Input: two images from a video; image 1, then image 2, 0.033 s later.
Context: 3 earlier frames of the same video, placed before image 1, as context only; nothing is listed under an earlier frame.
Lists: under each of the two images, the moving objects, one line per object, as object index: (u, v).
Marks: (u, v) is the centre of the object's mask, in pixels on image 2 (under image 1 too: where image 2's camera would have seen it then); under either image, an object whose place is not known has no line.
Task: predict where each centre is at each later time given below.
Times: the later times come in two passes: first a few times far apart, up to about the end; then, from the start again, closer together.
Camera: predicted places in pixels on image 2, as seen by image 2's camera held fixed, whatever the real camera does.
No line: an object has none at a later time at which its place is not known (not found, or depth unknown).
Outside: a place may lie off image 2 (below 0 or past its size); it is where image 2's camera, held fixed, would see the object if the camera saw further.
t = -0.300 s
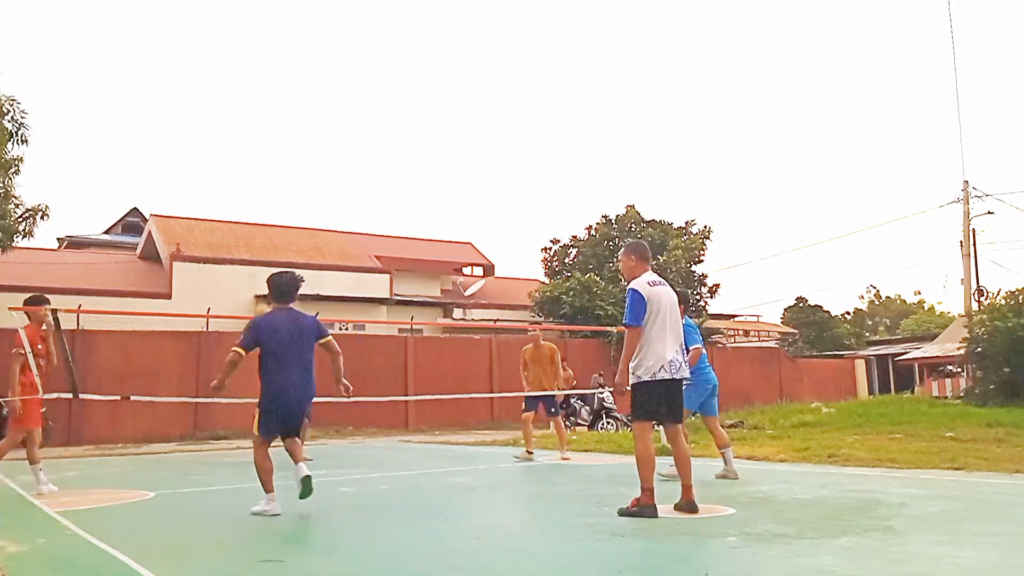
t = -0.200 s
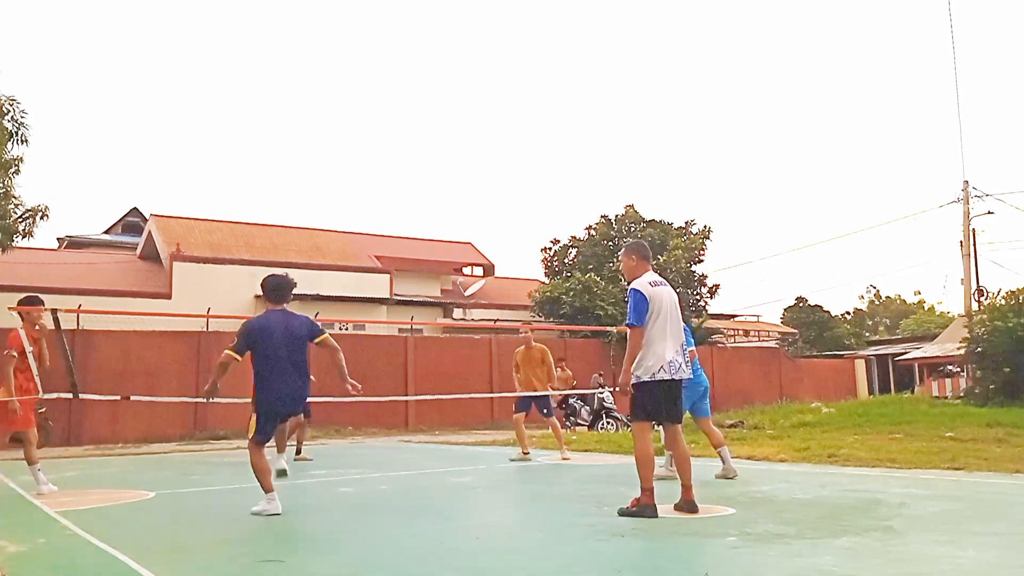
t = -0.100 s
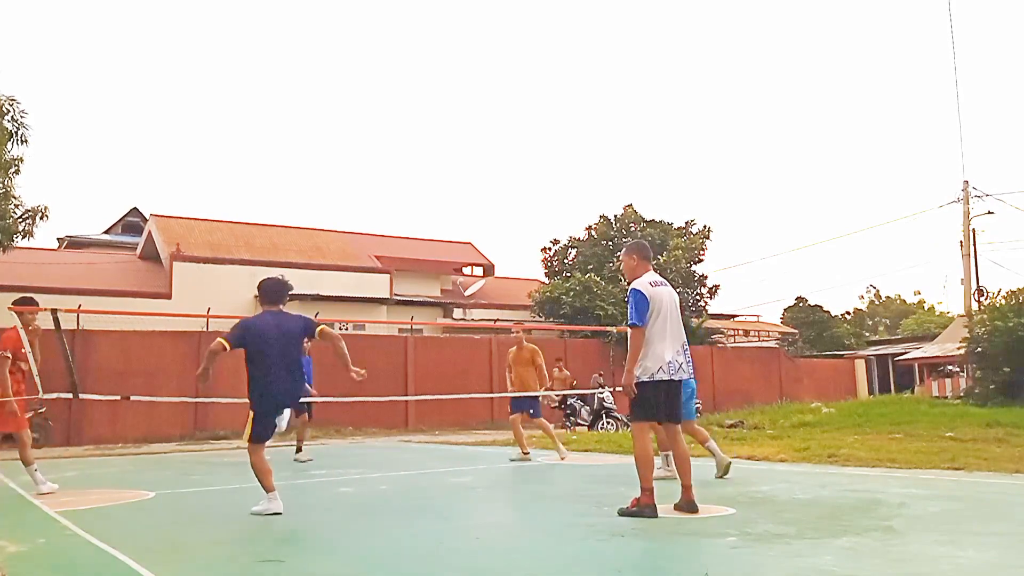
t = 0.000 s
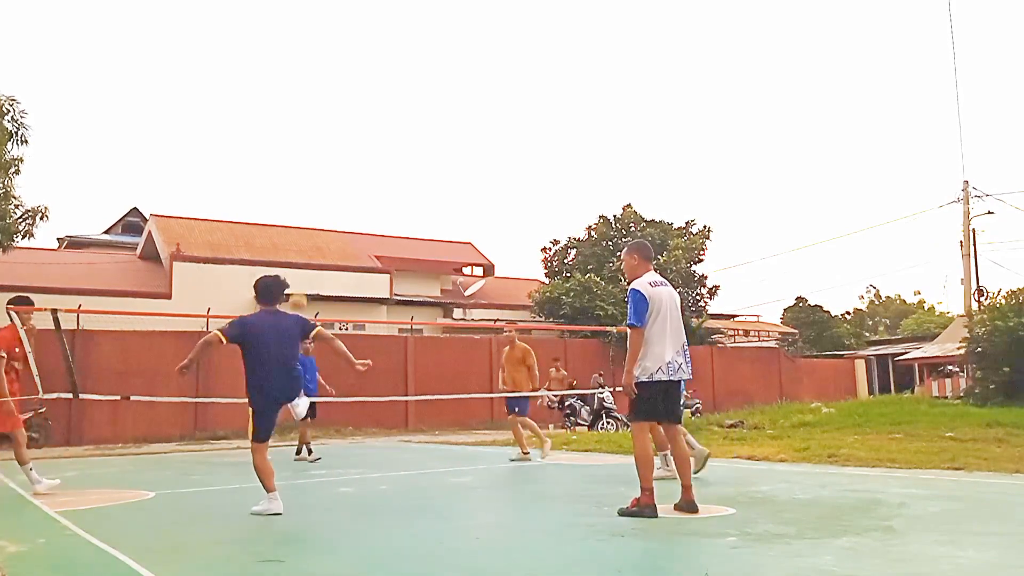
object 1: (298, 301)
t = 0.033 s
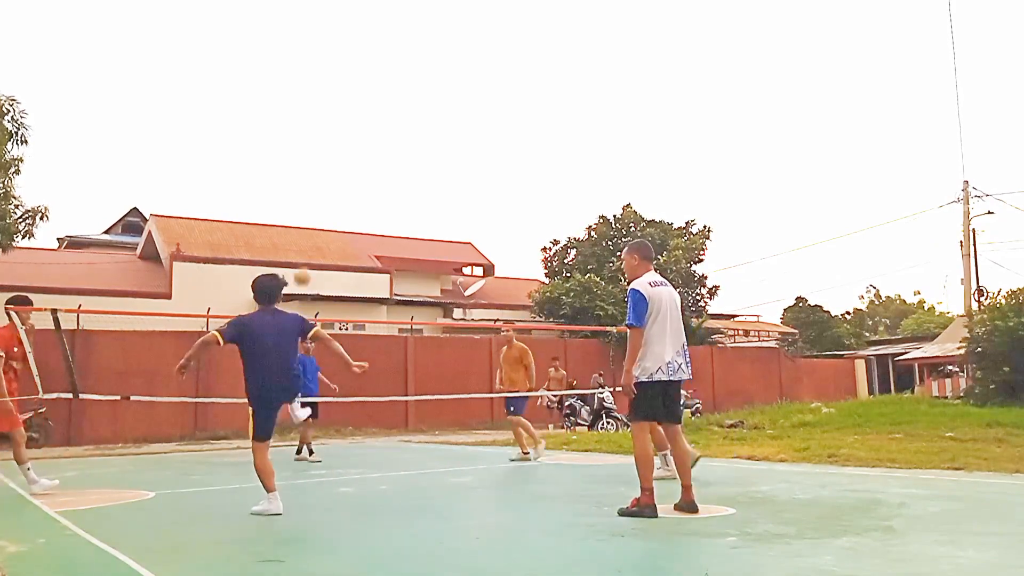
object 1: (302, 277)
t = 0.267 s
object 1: (334, 144)
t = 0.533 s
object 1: (371, 72)
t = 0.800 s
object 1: (410, 87)
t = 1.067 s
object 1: (453, 198)
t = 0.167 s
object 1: (320, 193)
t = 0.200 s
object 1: (325, 176)
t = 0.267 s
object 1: (334, 144)
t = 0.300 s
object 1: (338, 131)
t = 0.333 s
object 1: (343, 118)
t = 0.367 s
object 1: (347, 107)
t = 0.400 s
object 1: (352, 98)
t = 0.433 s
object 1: (357, 89)
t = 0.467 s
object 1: (361, 82)
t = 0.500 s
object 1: (366, 76)
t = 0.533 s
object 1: (371, 72)
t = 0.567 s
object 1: (375, 69)
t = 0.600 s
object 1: (380, 67)
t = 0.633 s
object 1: (385, 67)
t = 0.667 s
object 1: (390, 68)
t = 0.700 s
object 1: (395, 70)
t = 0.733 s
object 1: (400, 74)
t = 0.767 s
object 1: (405, 80)
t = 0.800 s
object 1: (410, 87)
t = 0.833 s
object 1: (415, 95)
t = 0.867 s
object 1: (420, 105)
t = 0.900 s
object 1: (426, 116)
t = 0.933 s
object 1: (431, 129)
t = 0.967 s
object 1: (436, 144)
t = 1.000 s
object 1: (442, 161)
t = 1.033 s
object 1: (448, 178)
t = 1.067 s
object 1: (453, 198)
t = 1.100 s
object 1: (459, 220)
